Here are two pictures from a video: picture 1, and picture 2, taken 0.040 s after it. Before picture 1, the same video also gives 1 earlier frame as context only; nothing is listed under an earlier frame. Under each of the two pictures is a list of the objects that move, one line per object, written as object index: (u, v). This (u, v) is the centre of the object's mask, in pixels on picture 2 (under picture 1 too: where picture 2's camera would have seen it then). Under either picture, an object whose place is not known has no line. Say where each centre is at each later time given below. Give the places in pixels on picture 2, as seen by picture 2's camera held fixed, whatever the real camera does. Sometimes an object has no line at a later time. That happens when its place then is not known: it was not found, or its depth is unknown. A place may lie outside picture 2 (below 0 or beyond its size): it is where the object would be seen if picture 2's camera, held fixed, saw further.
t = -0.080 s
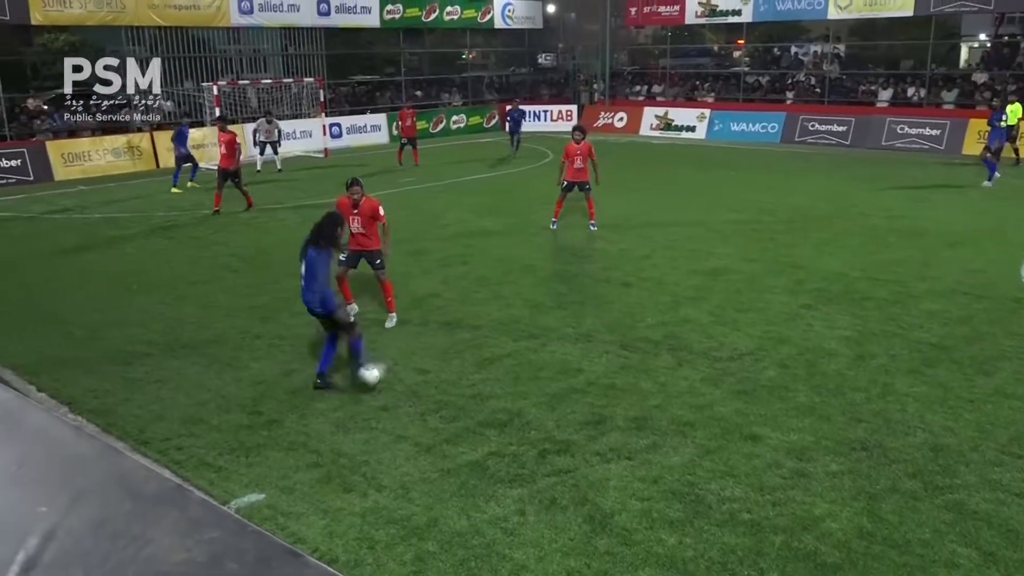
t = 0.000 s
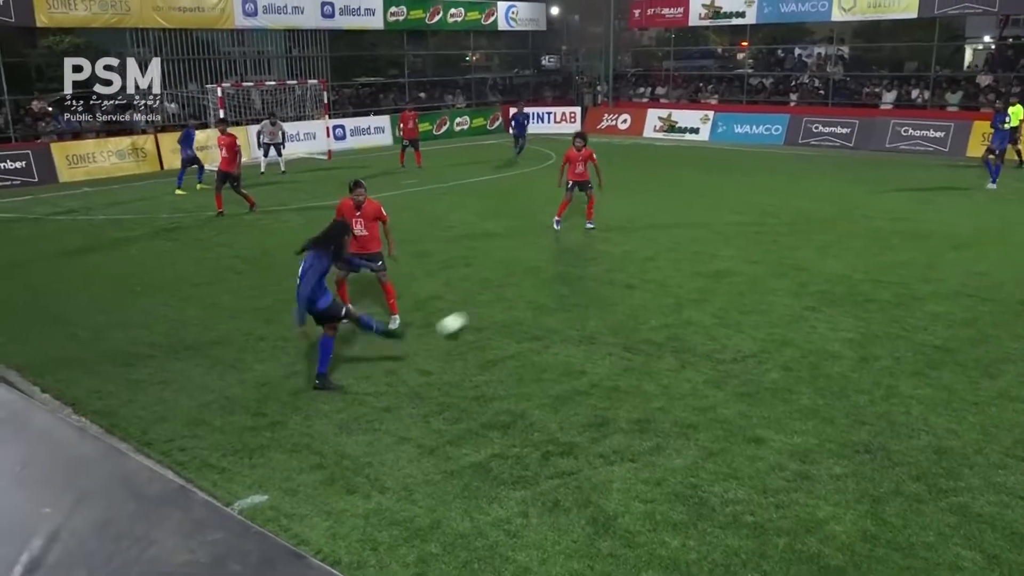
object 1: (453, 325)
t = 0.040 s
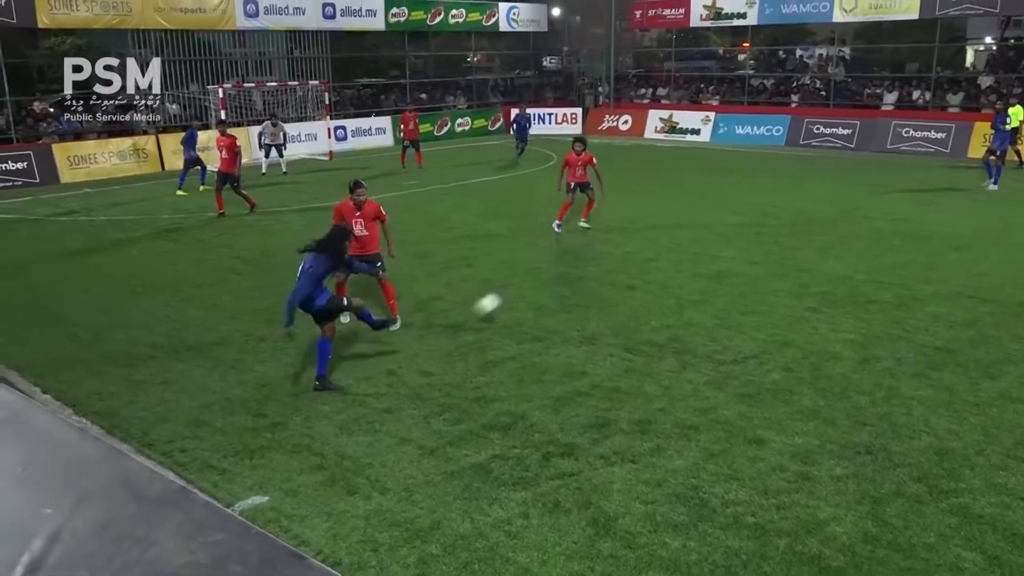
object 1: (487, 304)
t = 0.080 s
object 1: (518, 288)
